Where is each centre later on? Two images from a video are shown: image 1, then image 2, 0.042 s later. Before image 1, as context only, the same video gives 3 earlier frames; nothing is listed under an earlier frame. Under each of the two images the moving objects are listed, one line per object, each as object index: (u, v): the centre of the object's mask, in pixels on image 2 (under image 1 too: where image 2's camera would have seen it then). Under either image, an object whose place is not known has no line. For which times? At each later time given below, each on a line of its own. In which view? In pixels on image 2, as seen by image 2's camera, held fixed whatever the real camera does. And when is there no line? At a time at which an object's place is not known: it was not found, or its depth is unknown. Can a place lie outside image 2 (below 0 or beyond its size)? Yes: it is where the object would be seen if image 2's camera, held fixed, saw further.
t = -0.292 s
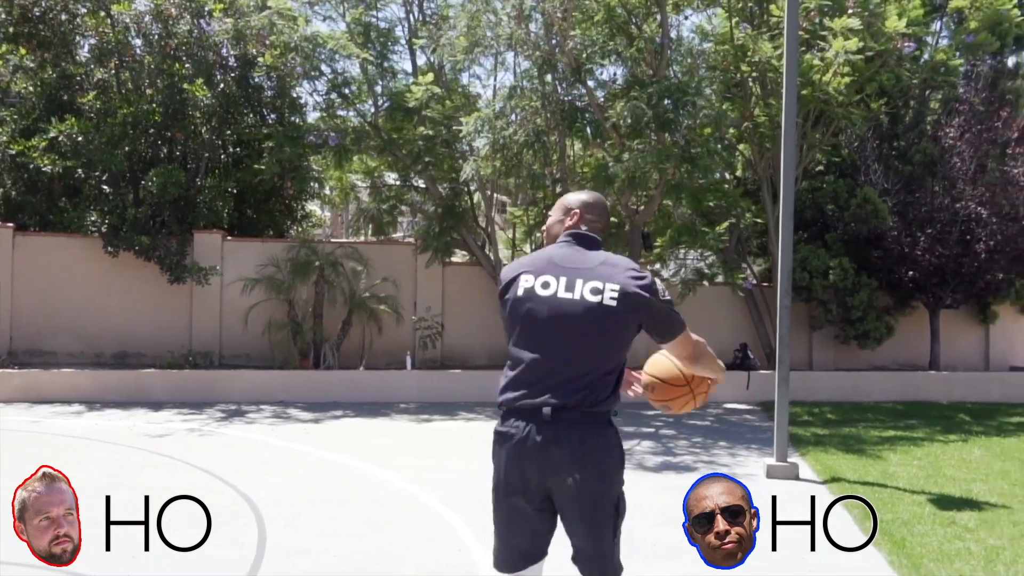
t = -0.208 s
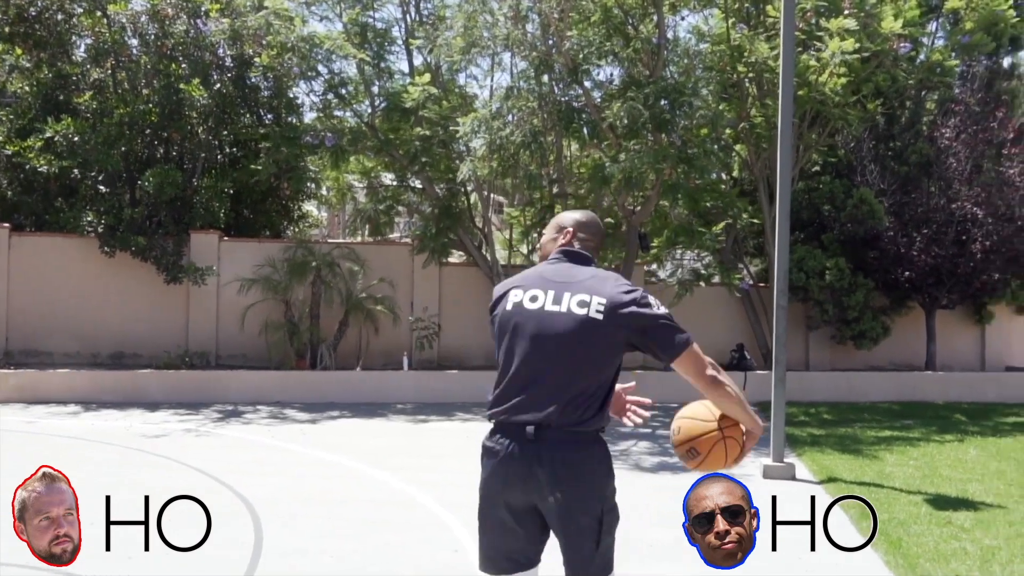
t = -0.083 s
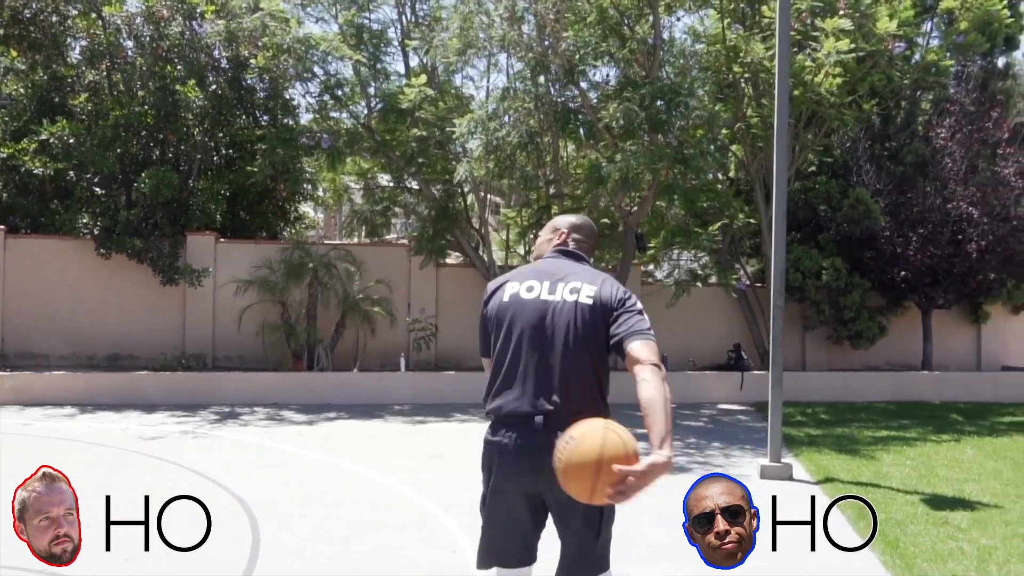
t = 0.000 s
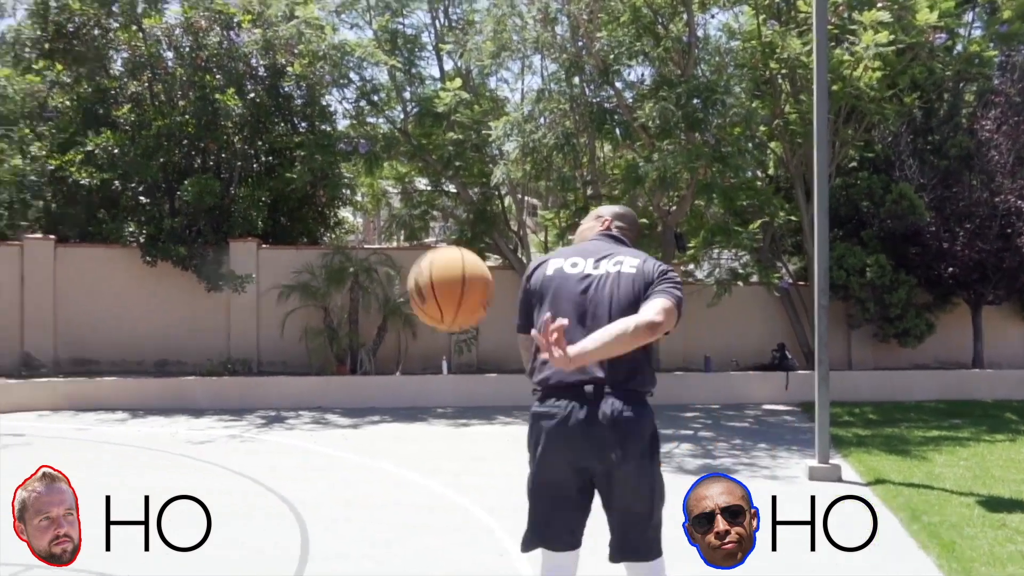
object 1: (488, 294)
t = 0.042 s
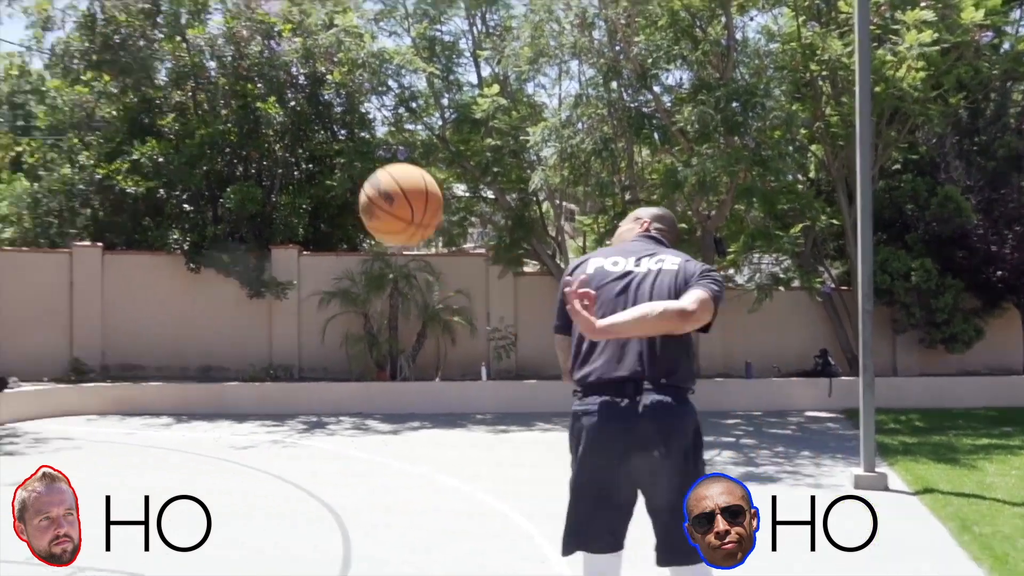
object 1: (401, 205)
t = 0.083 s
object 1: (320, 125)
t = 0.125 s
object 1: (244, 56)
